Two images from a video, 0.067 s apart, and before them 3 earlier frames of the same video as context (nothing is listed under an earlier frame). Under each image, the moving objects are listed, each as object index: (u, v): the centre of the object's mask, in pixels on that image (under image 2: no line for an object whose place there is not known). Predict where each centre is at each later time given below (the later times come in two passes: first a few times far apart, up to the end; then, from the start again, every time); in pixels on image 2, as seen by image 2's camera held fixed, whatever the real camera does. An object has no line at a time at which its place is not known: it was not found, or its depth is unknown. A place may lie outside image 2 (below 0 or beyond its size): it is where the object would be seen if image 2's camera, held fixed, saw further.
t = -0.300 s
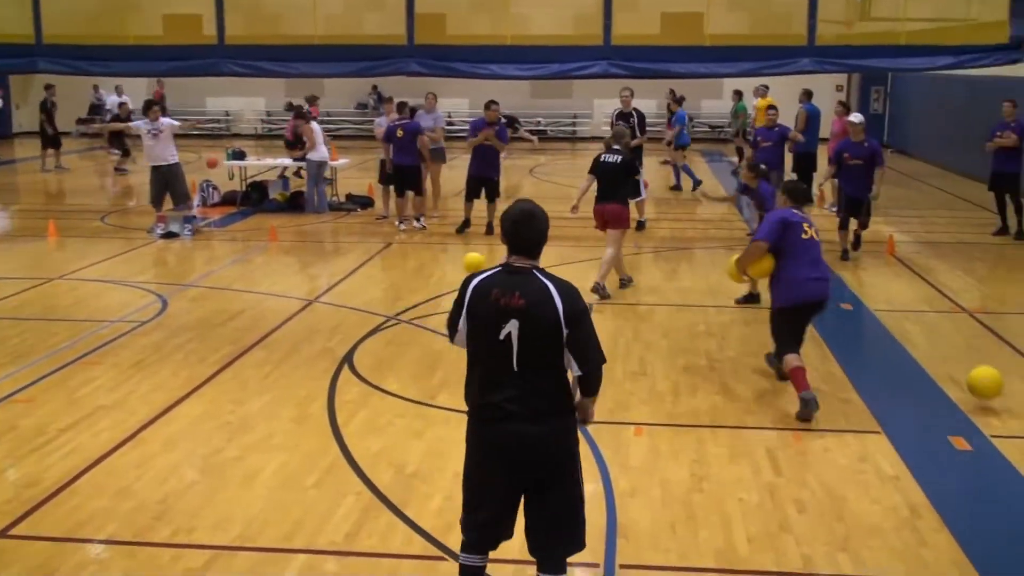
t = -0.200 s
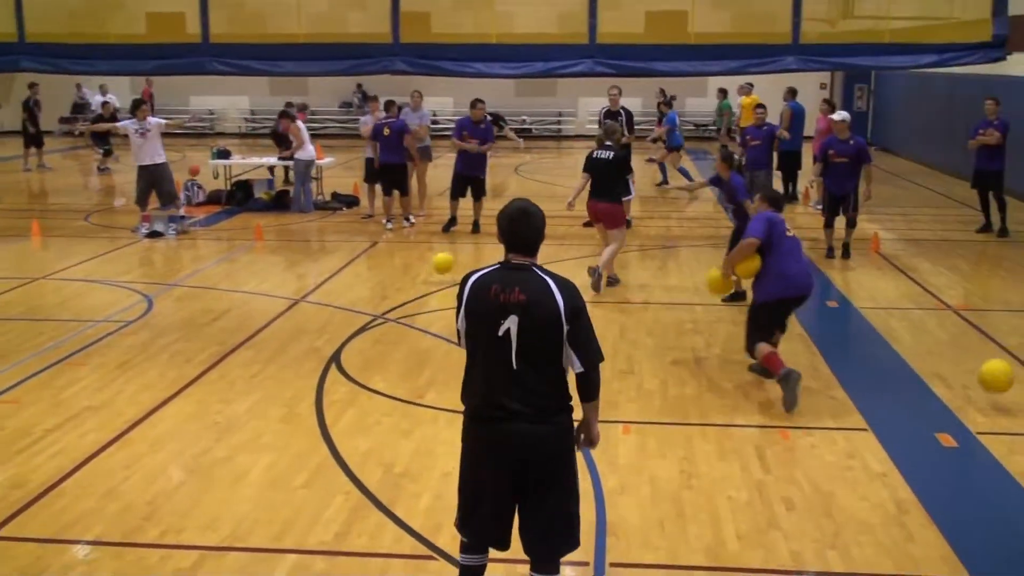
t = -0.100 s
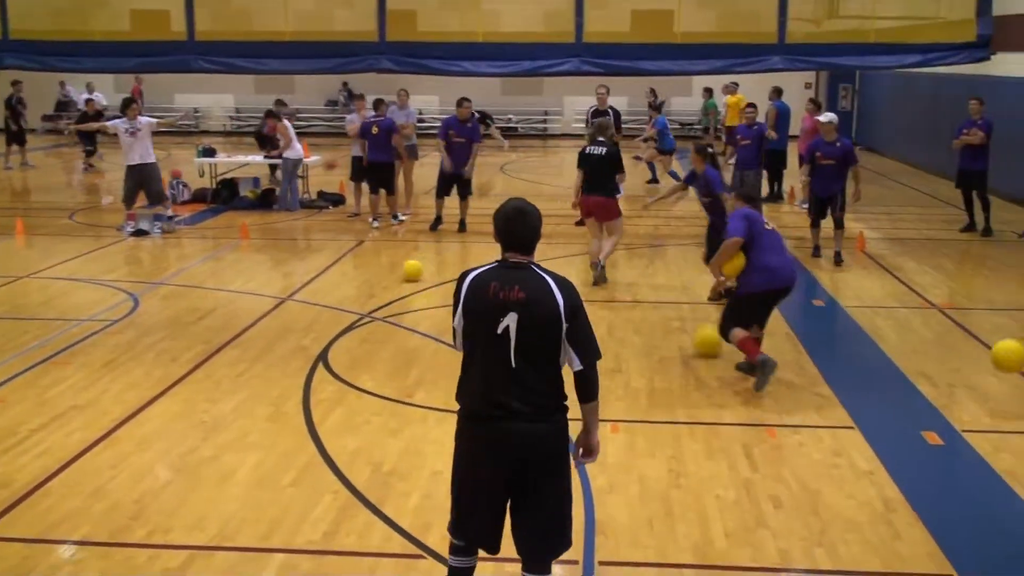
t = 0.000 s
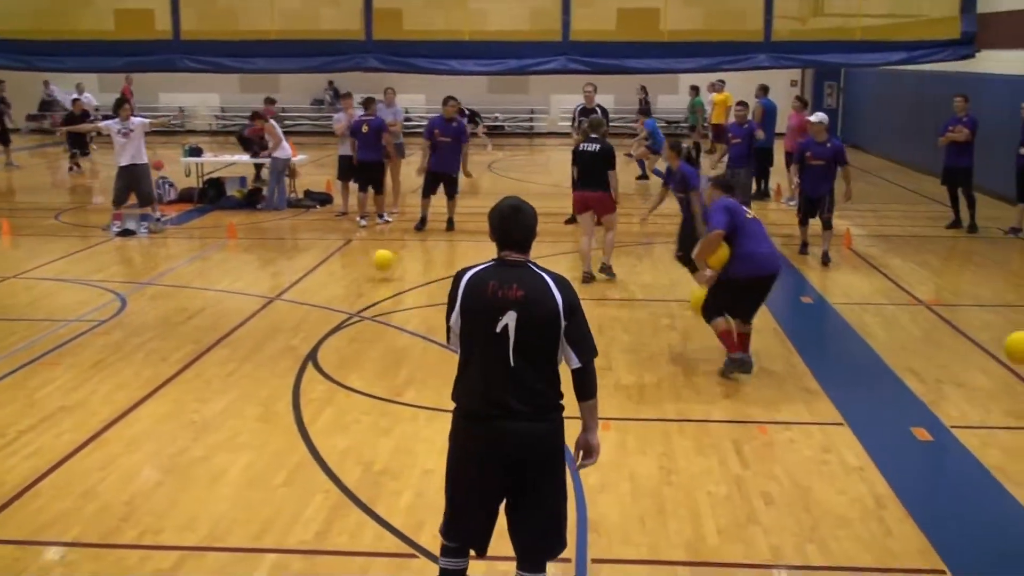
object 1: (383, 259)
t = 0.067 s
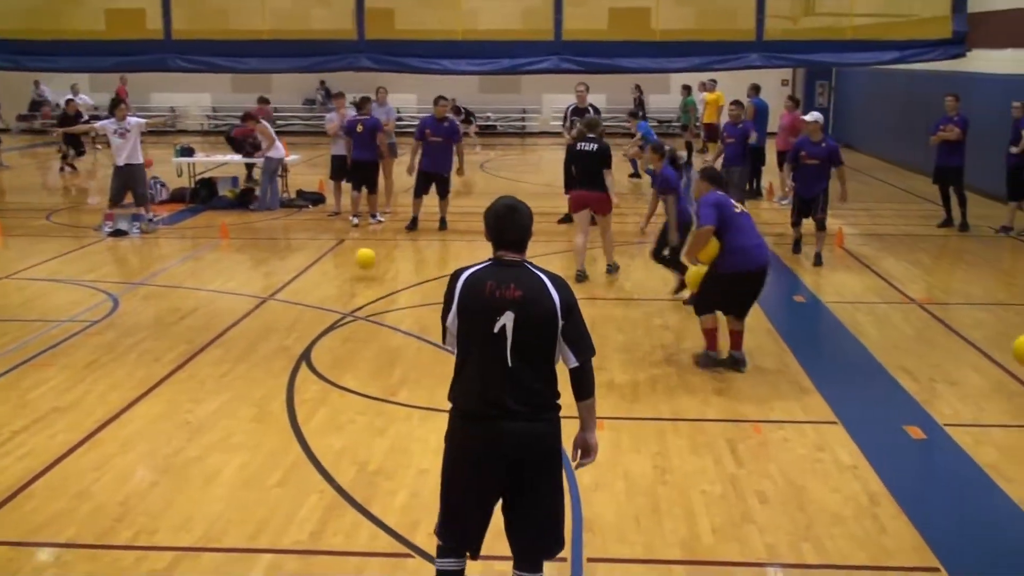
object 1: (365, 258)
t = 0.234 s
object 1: (337, 266)
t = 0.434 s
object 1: (305, 260)
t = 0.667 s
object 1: (268, 259)
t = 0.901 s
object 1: (232, 259)
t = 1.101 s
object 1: (203, 259)
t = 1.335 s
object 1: (170, 260)
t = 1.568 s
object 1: (136, 261)
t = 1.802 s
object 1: (104, 260)
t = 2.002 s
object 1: (77, 260)
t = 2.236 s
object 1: (48, 258)
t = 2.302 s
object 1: (45, 257)
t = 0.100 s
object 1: (359, 259)
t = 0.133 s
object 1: (353, 260)
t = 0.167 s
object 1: (348, 264)
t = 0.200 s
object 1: (342, 268)
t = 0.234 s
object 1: (337, 266)
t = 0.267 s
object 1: (331, 262)
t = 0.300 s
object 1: (325, 259)
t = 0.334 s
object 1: (321, 258)
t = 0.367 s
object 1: (315, 258)
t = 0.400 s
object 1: (311, 258)
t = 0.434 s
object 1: (305, 260)
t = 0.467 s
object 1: (300, 262)
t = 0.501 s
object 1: (295, 266)
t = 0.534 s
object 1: (290, 266)
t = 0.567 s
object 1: (283, 262)
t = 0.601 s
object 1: (278, 260)
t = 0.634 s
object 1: (273, 259)
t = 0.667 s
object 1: (268, 259)
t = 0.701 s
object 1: (263, 260)
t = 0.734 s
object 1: (258, 262)
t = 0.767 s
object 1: (253, 265)
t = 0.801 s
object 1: (247, 264)
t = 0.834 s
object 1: (243, 261)
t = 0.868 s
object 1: (237, 259)
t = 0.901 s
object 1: (232, 259)
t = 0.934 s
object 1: (228, 259)
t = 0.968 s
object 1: (222, 261)
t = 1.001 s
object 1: (217, 263)
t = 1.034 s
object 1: (213, 263)
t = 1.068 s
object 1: (207, 261)
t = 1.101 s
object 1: (203, 259)
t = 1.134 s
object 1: (198, 259)
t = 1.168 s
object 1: (194, 259)
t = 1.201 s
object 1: (189, 262)
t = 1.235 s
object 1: (184, 263)
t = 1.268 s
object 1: (179, 262)
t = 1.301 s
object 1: (174, 259)
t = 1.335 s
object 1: (170, 260)
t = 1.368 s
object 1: (164, 260)
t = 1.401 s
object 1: (160, 262)
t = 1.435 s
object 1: (156, 262)
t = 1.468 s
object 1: (150, 260)
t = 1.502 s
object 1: (146, 260)
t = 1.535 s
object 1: (141, 260)
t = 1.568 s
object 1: (136, 261)
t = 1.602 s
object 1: (132, 261)
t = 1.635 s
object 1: (127, 260)
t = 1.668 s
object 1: (122, 259)
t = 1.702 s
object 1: (118, 260)
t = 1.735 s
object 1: (114, 261)
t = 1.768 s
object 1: (109, 261)
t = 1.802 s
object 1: (104, 260)
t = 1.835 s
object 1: (99, 260)
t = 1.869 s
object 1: (95, 260)
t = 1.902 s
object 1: (90, 260)
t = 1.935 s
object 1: (86, 260)
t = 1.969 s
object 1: (82, 259)
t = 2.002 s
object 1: (77, 260)
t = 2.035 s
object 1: (73, 259)
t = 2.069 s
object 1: (69, 259)
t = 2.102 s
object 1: (65, 259)
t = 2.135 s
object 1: (60, 259)
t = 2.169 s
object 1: (56, 259)
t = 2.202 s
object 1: (52, 258)
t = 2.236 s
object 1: (48, 258)
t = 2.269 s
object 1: (45, 258)
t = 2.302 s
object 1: (45, 257)
